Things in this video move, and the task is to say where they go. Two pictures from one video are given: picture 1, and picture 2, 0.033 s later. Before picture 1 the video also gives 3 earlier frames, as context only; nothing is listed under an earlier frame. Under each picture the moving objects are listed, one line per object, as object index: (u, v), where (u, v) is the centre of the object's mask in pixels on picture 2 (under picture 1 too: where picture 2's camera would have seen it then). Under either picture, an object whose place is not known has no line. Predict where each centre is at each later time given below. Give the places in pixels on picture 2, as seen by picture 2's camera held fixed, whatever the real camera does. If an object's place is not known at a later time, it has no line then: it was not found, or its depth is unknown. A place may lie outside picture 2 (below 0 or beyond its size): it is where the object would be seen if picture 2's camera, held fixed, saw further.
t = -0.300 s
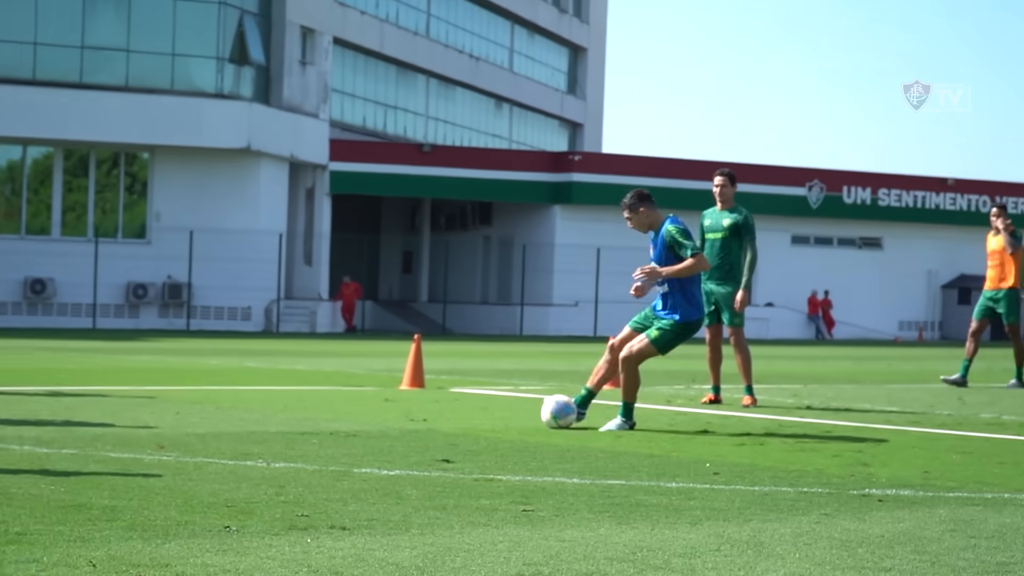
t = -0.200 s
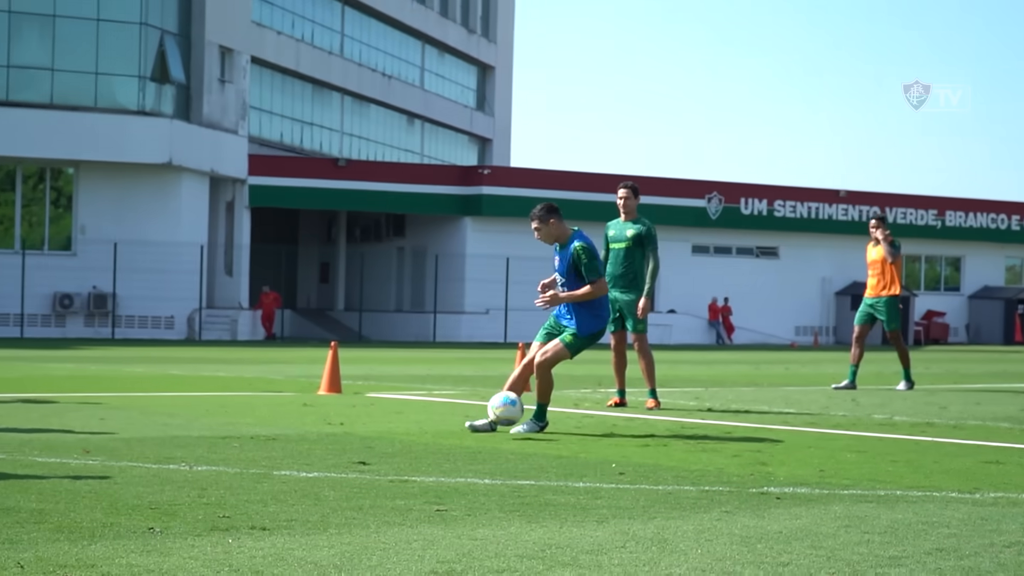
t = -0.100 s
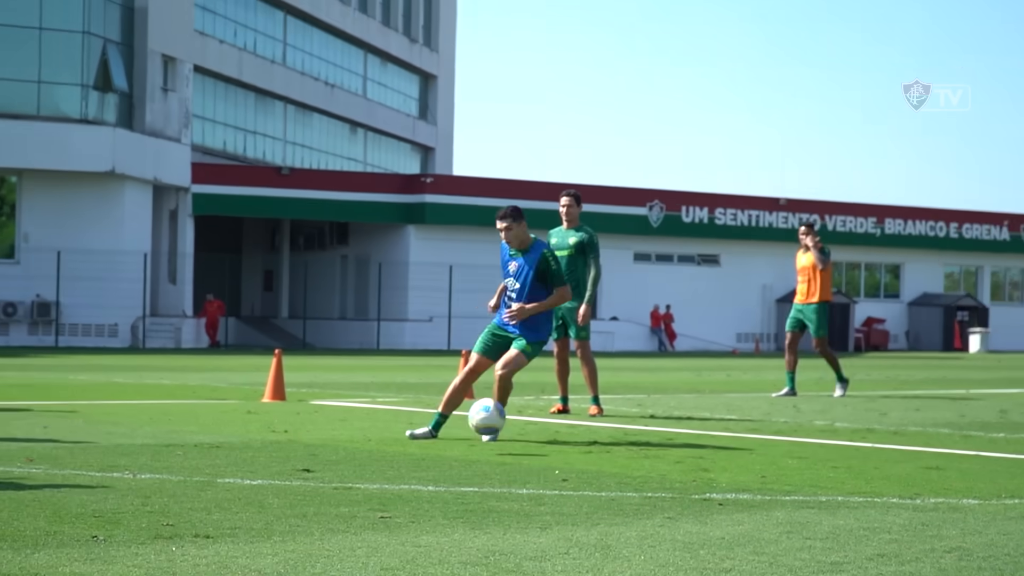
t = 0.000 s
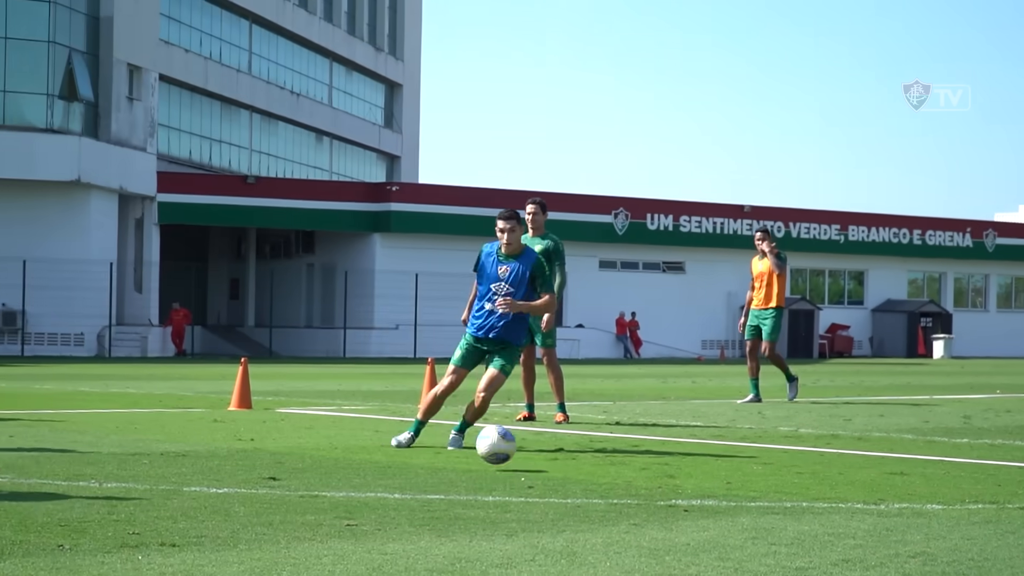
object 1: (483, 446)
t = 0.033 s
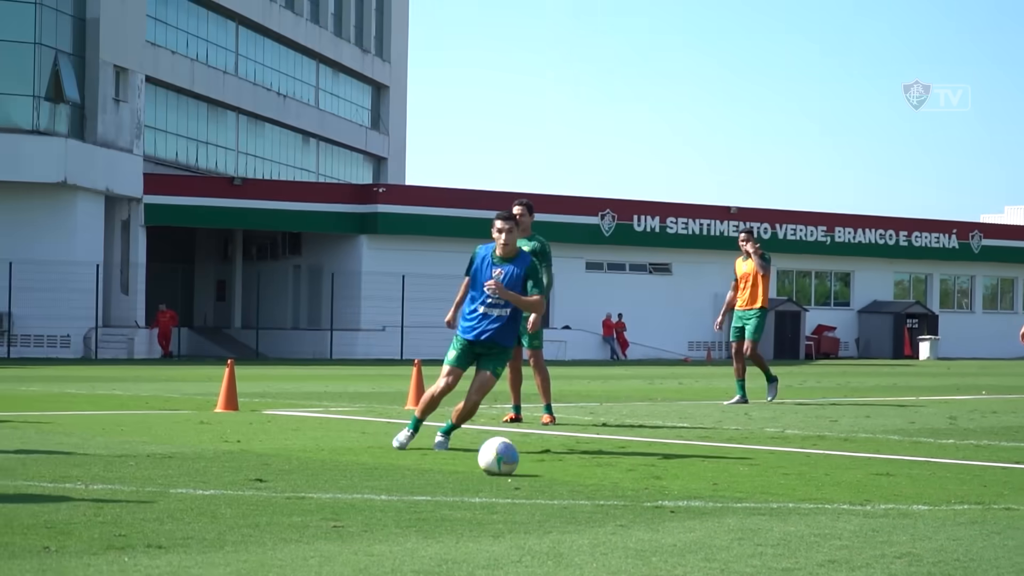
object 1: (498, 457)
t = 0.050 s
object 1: (505, 460)
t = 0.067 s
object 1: (512, 459)
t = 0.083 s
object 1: (520, 457)
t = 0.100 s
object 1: (528, 455)
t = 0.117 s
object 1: (536, 454)
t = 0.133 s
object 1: (543, 453)
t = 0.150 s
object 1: (551, 453)
